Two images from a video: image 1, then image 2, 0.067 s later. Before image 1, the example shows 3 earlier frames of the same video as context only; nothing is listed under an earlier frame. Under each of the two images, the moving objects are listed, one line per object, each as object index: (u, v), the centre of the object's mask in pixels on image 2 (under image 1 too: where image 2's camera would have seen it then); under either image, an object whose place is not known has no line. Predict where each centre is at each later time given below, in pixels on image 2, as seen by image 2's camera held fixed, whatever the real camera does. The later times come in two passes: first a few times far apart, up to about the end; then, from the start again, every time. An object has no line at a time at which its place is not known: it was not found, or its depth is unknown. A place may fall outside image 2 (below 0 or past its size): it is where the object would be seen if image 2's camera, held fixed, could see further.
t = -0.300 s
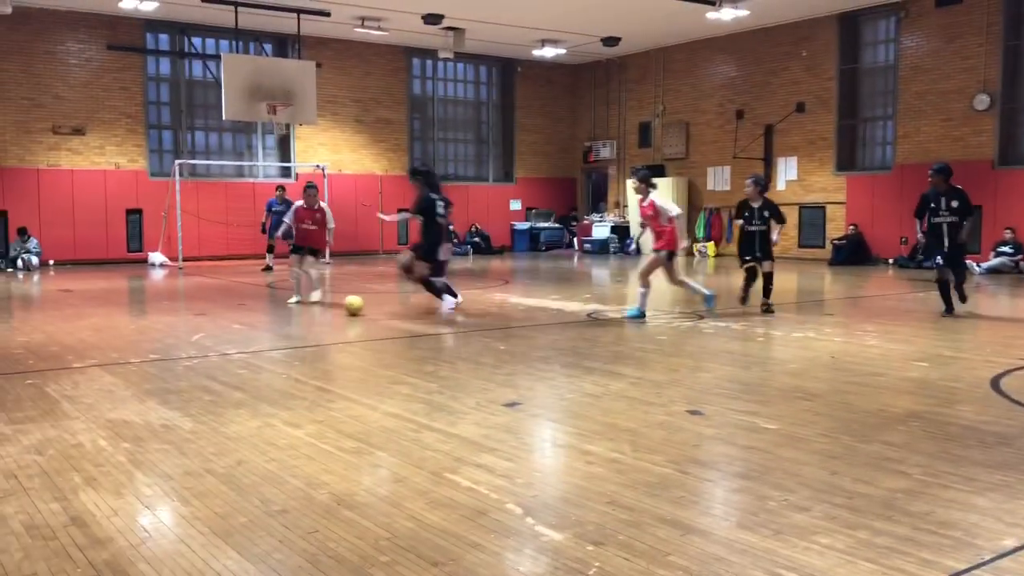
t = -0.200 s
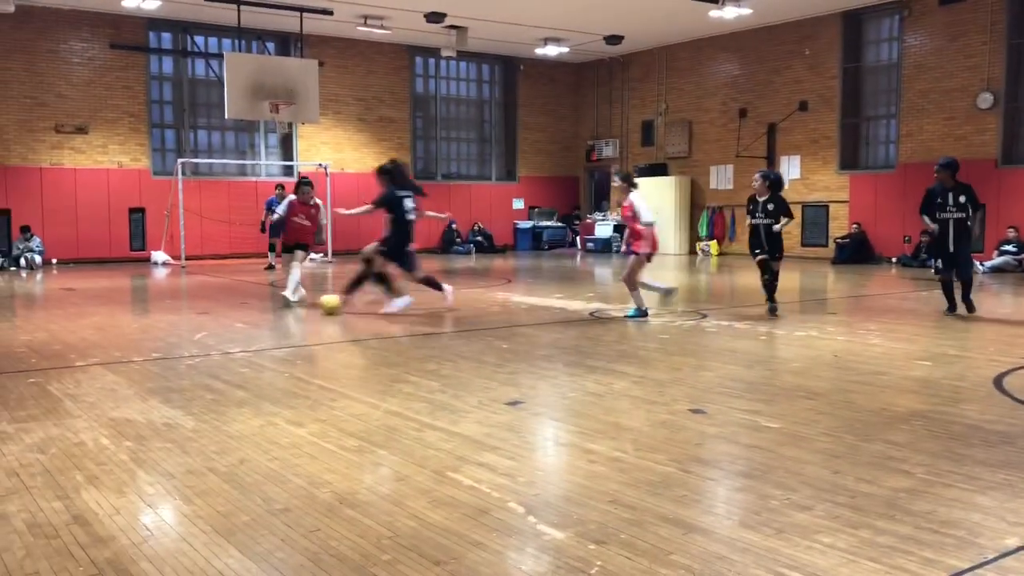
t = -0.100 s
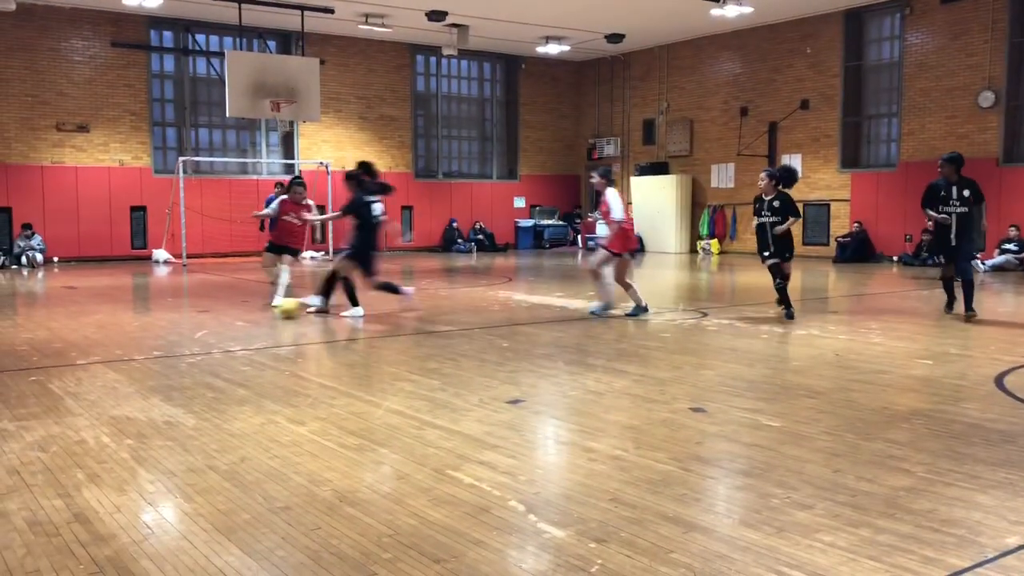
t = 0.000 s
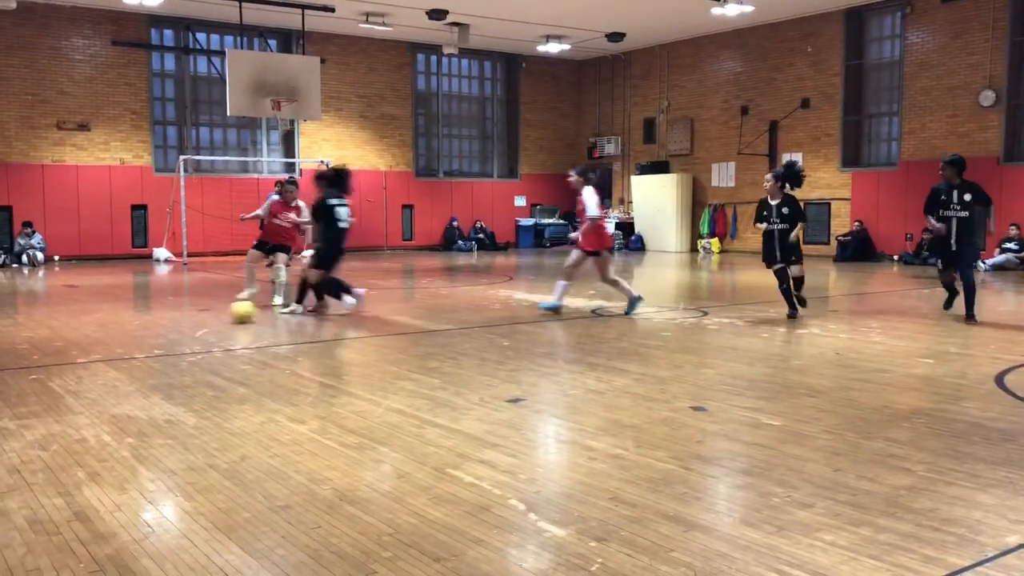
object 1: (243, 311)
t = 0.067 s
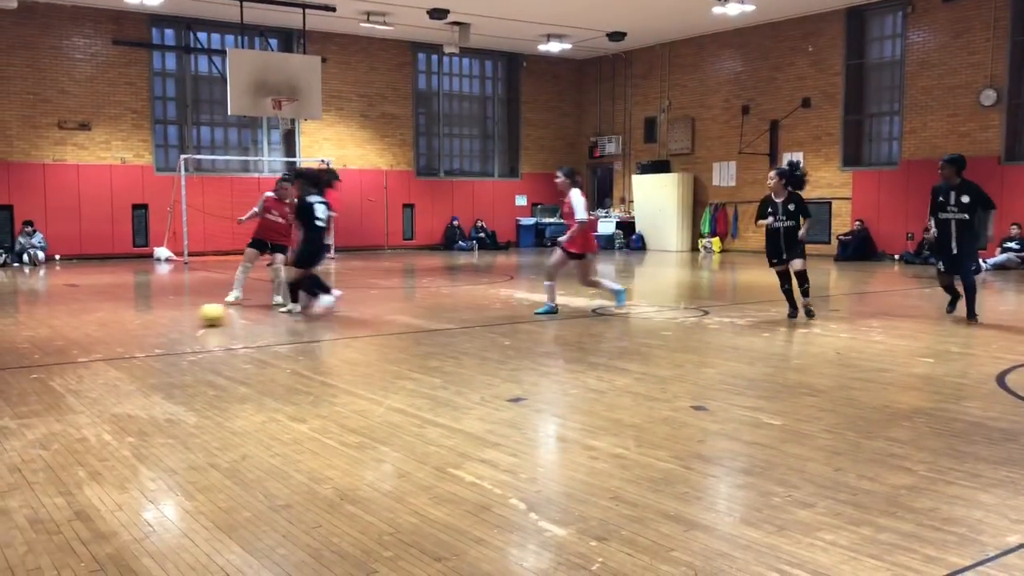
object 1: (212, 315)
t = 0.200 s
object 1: (148, 322)
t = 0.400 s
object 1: (48, 333)
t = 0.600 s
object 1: (-63, 345)
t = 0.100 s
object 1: (196, 317)
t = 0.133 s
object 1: (180, 318)
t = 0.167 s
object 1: (165, 320)
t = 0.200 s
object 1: (148, 322)
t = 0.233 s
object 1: (132, 324)
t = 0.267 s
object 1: (116, 325)
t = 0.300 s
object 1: (99, 327)
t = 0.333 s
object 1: (83, 329)
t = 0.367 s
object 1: (65, 331)
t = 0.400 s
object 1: (48, 333)
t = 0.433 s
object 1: (30, 334)
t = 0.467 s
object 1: (12, 336)
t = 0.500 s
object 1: (-6, 339)
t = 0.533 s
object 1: (-25, 341)
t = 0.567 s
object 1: (-44, 342)
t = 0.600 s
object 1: (-63, 345)
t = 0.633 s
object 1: (-81, 347)
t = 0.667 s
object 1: (-96, 349)
